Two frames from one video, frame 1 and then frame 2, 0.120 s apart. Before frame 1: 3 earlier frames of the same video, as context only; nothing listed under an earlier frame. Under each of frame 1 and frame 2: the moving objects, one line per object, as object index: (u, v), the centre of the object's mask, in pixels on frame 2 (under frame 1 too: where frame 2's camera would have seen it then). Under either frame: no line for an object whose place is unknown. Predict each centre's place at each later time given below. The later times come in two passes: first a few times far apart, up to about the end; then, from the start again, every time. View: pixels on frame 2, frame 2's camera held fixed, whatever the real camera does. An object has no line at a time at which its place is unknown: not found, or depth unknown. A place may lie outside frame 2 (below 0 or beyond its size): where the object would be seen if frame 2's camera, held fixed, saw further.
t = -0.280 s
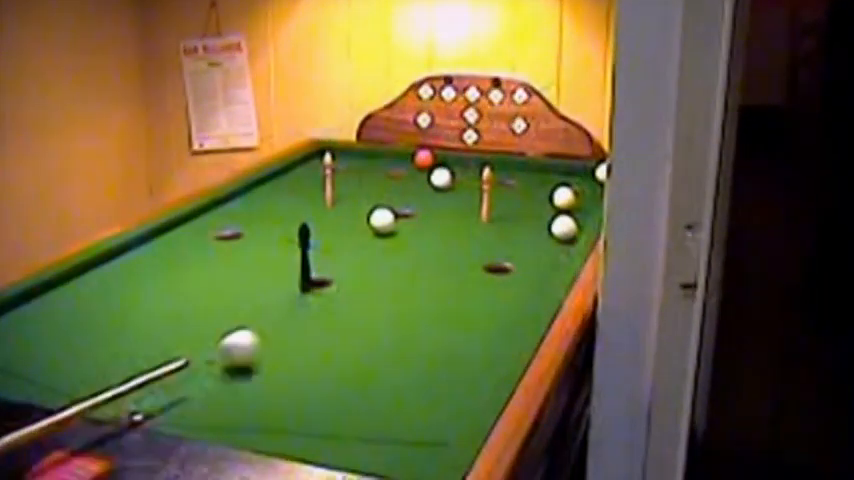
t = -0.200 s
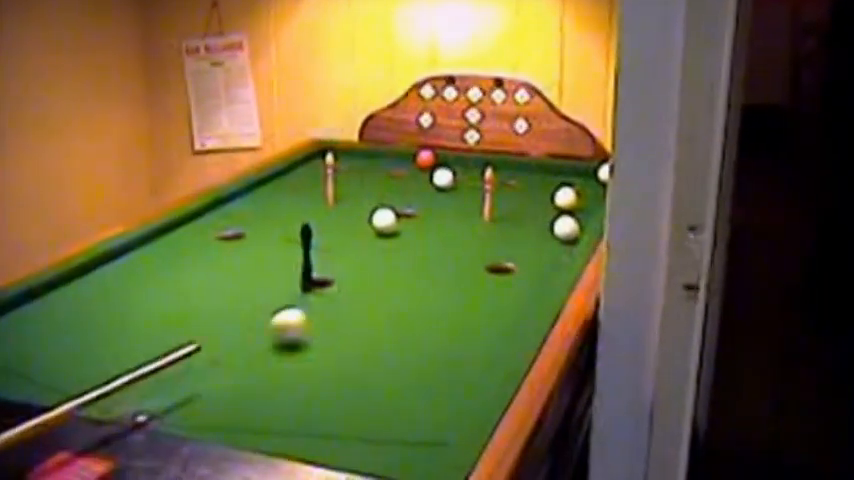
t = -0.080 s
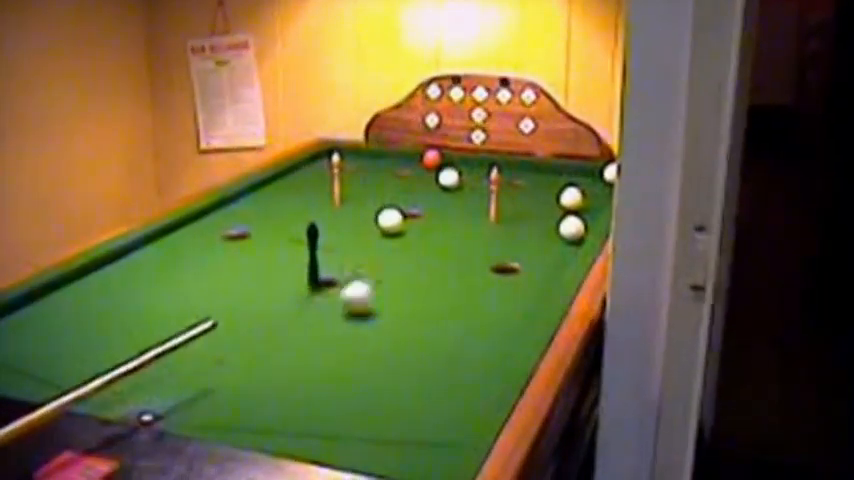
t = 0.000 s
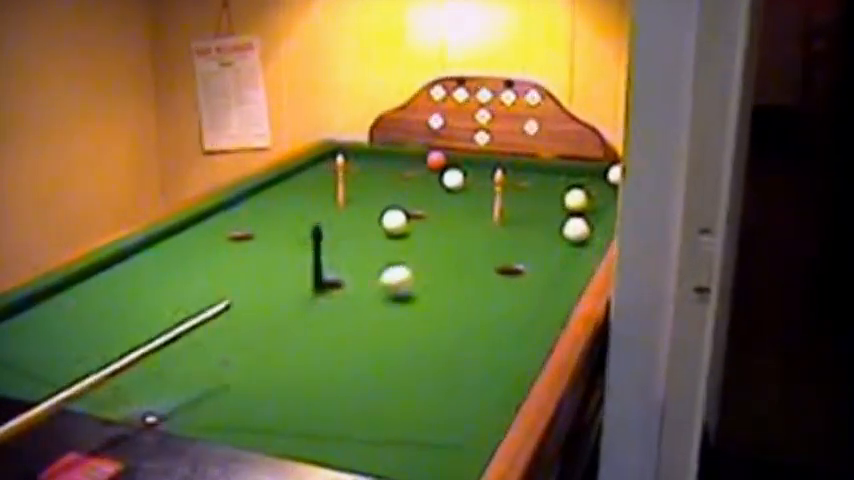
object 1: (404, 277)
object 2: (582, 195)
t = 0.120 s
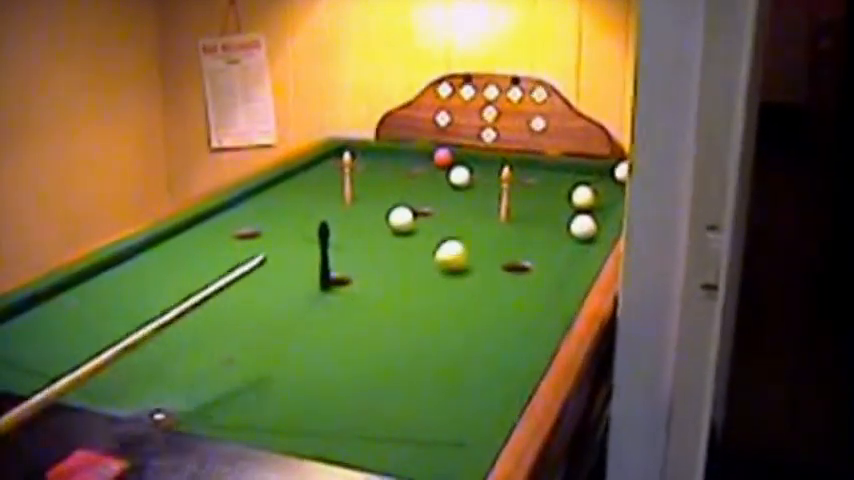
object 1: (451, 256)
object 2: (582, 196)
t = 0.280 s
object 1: (504, 230)
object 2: (582, 195)
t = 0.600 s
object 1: (561, 197)
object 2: (605, 189)
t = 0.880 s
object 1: (558, 184)
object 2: (602, 176)
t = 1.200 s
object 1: (556, 172)
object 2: (585, 171)
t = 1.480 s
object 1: (551, 164)
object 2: (562, 176)
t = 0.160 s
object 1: (466, 249)
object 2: (582, 196)
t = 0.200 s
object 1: (481, 243)
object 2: (582, 196)
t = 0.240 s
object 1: (492, 236)
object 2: (582, 195)
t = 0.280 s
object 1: (504, 230)
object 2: (582, 195)
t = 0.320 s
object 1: (516, 224)
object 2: (582, 195)
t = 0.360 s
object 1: (528, 219)
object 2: (582, 195)
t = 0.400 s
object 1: (539, 214)
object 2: (582, 195)
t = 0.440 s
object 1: (548, 209)
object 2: (582, 195)
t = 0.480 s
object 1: (558, 204)
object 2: (583, 196)
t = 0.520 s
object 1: (565, 201)
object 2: (586, 194)
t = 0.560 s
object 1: (563, 199)
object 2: (595, 192)
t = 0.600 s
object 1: (561, 197)
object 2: (605, 189)
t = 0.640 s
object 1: (561, 195)
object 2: (612, 188)
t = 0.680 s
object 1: (560, 192)
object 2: (611, 186)
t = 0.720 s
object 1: (560, 191)
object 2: (610, 184)
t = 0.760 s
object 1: (560, 189)
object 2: (608, 183)
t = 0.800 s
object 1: (559, 187)
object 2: (606, 180)
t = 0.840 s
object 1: (559, 185)
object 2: (604, 178)
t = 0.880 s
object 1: (558, 184)
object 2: (602, 176)
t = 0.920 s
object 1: (558, 183)
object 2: (601, 173)
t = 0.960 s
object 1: (558, 181)
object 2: (600, 172)
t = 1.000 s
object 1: (557, 179)
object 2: (598, 171)
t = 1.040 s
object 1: (557, 178)
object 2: (597, 169)
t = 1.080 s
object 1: (557, 176)
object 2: (594, 168)
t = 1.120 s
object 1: (557, 175)
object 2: (591, 169)
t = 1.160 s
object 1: (556, 173)
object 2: (587, 170)
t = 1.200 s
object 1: (556, 172)
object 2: (585, 171)
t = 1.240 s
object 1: (556, 170)
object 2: (581, 171)
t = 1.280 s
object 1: (555, 169)
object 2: (578, 172)
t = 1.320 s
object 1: (555, 167)
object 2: (574, 173)
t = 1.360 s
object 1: (553, 167)
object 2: (571, 173)
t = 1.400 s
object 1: (553, 164)
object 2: (567, 175)
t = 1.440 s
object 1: (552, 164)
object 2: (565, 176)
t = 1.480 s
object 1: (551, 164)
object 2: (562, 176)
